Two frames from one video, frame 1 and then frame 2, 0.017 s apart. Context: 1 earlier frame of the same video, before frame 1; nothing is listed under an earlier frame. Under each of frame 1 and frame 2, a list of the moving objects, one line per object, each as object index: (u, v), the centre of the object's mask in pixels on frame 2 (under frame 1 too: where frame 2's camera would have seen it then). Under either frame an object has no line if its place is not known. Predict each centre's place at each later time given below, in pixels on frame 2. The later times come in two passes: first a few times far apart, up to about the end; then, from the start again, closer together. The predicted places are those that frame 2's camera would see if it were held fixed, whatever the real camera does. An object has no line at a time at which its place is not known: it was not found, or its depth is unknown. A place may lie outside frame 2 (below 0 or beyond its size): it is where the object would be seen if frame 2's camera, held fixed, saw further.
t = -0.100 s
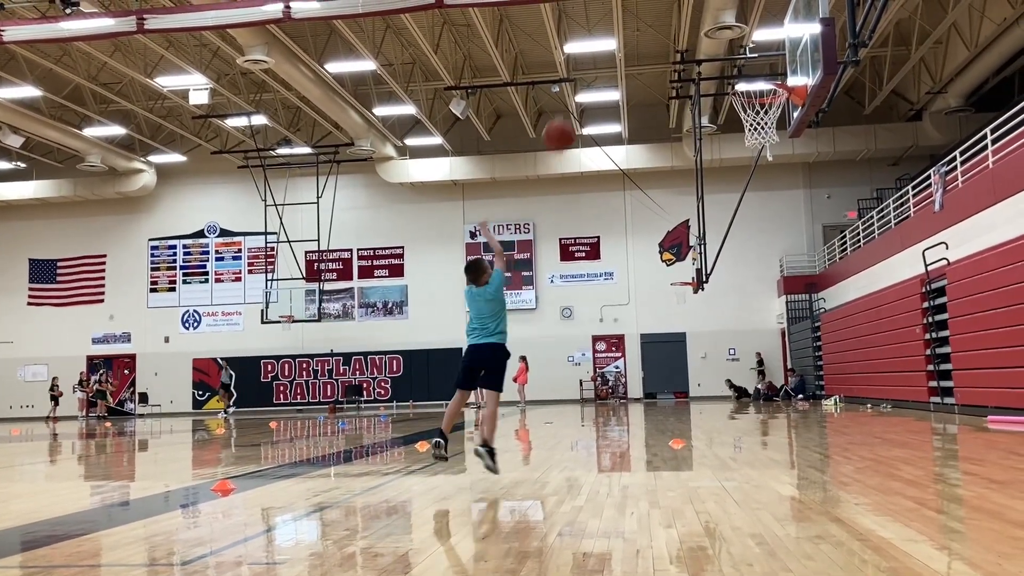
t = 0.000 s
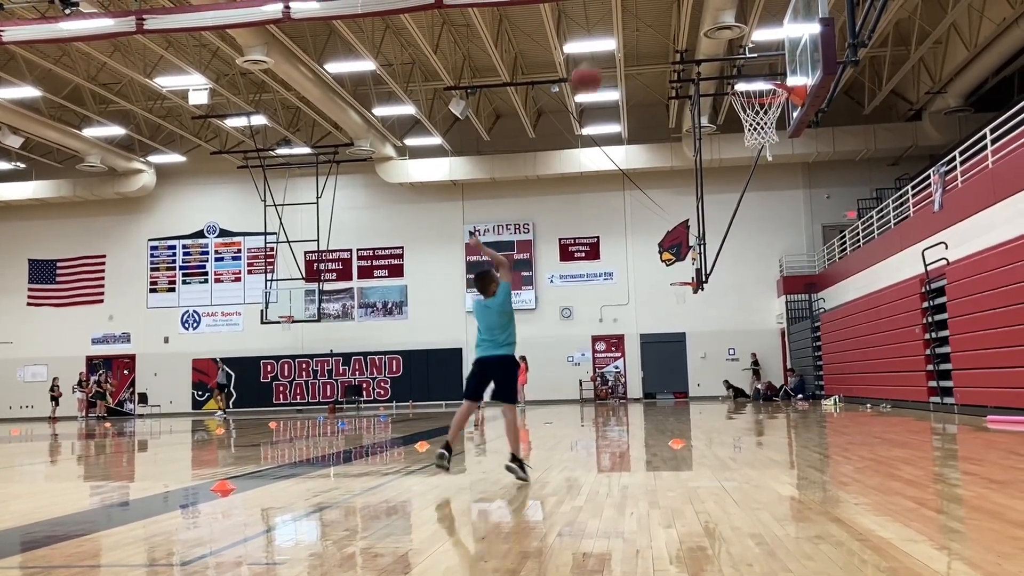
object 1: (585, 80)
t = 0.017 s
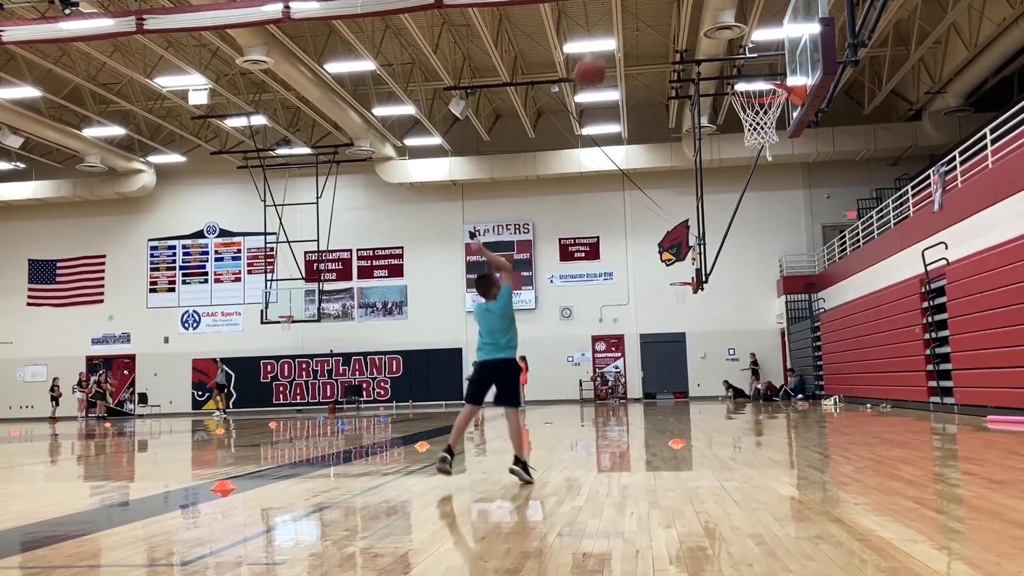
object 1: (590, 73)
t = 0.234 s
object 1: (645, 12)
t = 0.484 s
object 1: (704, 14)
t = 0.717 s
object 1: (756, 75)
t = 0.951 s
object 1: (777, 139)
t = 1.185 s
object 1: (782, 224)
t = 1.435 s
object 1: (791, 384)
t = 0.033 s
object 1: (595, 66)
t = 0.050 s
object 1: (601, 61)
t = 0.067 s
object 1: (603, 53)
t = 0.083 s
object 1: (608, 47)
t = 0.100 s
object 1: (612, 42)
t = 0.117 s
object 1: (617, 35)
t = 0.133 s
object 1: (621, 32)
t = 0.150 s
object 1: (625, 27)
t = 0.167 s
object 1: (628, 24)
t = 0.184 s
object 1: (633, 20)
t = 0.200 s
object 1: (637, 16)
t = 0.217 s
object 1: (641, 14)
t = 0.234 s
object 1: (645, 12)
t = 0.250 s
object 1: (649, 11)
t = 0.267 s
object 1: (652, 10)
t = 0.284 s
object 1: (656, 10)
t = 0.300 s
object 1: (660, 9)
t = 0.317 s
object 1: (664, 9)
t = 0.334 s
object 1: (668, 9)
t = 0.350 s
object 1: (672, 8)
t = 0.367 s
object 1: (676, 8)
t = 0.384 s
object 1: (679, 9)
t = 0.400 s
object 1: (684, 9)
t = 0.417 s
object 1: (688, 10)
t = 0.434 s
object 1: (691, 11)
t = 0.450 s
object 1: (696, 12)
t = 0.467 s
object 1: (699, 12)
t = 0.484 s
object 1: (704, 14)
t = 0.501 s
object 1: (707, 16)
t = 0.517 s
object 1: (711, 21)
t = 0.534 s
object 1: (715, 25)
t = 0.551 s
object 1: (719, 29)
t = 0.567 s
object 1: (723, 32)
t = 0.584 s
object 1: (726, 36)
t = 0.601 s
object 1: (730, 40)
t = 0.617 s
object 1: (733, 46)
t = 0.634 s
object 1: (738, 52)
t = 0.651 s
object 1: (740, 55)
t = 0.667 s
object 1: (744, 61)
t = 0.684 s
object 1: (749, 68)
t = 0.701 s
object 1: (751, 71)
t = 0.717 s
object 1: (756, 75)
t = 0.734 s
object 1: (758, 78)
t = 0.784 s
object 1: (766, 104)
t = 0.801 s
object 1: (767, 105)
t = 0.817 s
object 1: (780, 118)
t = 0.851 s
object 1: (774, 126)
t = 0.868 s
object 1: (775, 127)
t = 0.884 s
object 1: (776, 129)
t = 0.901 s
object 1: (776, 130)
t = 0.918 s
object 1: (776, 133)
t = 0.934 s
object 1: (776, 136)
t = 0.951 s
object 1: (777, 139)
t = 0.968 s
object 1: (777, 143)
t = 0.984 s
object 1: (778, 148)
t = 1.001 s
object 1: (778, 153)
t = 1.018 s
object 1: (778, 158)
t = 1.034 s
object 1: (779, 163)
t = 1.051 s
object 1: (778, 168)
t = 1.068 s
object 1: (778, 174)
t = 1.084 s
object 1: (778, 179)
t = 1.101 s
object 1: (779, 187)
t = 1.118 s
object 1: (780, 194)
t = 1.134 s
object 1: (780, 201)
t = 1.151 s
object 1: (781, 208)
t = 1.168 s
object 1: (781, 216)
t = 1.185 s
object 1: (782, 224)
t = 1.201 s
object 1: (782, 232)
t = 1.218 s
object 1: (782, 241)
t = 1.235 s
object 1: (783, 250)
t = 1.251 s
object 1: (784, 259)
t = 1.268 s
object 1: (785, 270)
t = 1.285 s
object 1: (784, 279)
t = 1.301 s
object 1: (785, 289)
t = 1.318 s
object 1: (786, 299)
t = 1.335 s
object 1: (786, 312)
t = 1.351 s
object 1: (787, 323)
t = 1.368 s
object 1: (787, 334)
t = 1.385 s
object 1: (789, 346)
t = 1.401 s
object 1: (789, 359)
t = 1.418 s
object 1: (791, 372)
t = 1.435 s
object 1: (791, 384)
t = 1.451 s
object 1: (792, 398)
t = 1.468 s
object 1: (794, 413)
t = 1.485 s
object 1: (794, 427)
